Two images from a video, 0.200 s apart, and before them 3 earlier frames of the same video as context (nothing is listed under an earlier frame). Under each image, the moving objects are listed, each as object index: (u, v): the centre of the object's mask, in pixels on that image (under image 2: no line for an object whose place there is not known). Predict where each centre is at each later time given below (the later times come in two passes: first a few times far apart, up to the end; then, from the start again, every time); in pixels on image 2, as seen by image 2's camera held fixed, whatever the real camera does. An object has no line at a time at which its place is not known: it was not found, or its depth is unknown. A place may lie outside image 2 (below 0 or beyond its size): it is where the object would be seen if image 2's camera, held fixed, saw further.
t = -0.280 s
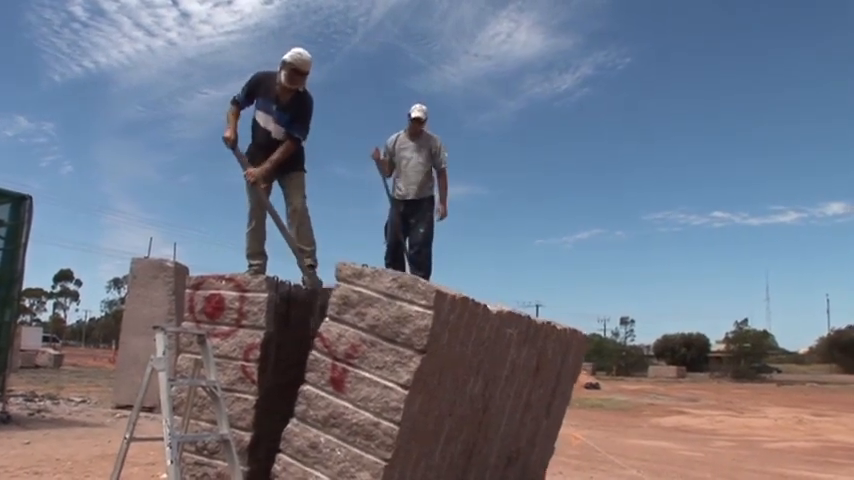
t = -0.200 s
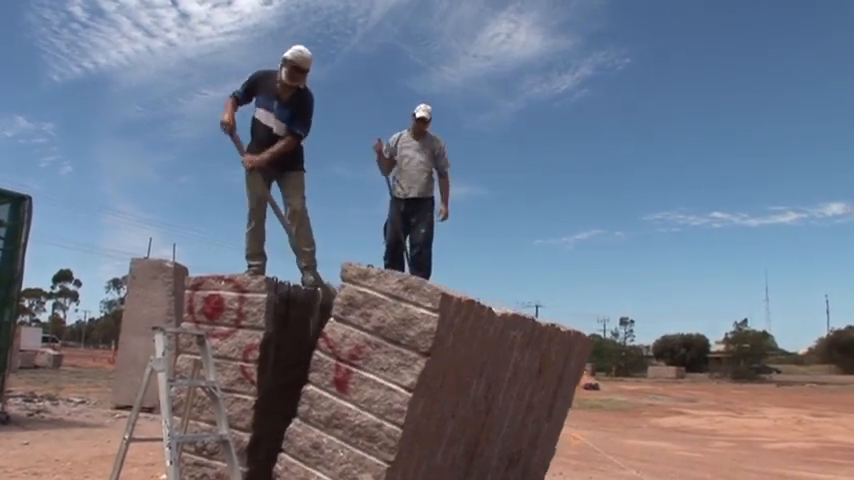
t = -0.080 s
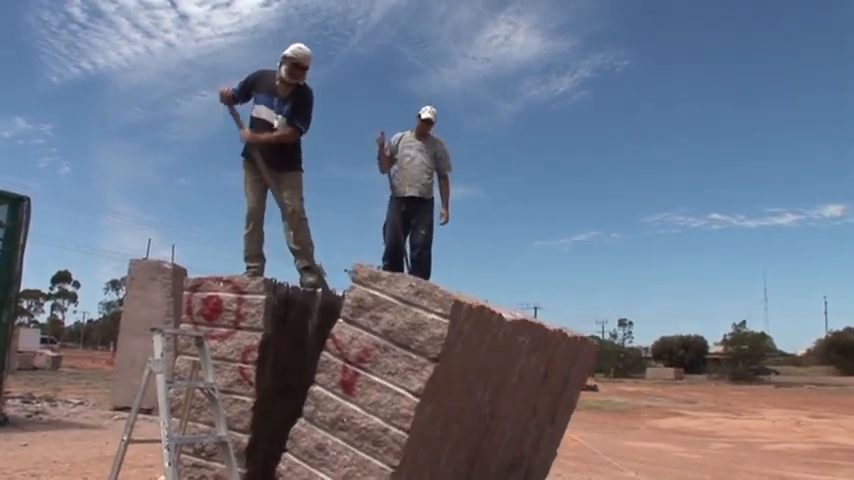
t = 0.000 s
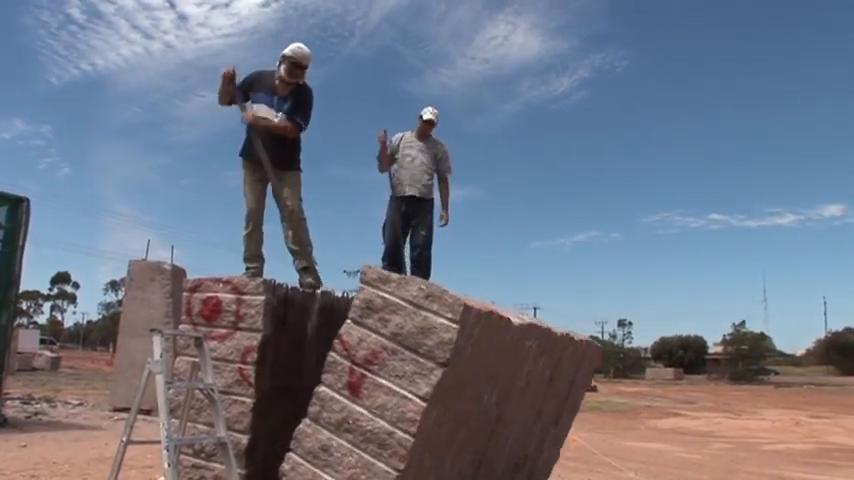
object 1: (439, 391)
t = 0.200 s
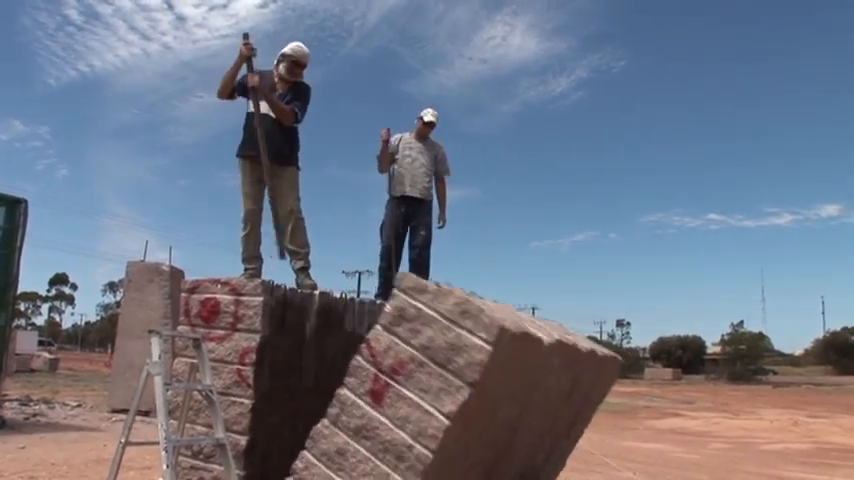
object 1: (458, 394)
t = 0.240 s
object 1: (464, 396)
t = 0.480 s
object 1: (515, 415)
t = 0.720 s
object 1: (609, 471)
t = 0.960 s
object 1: (569, 485)
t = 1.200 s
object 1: (593, 521)
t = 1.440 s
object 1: (579, 557)
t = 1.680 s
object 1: (576, 574)
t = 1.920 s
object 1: (582, 579)
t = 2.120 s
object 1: (582, 579)
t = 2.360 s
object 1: (579, 579)
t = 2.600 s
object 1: (580, 579)
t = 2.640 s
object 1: (580, 579)
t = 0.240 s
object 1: (464, 396)
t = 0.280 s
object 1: (470, 398)
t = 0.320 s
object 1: (478, 400)
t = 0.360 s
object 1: (485, 402)
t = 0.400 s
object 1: (494, 405)
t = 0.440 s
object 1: (504, 409)
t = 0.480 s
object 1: (515, 415)
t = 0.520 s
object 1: (528, 422)
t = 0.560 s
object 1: (542, 429)
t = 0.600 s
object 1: (561, 438)
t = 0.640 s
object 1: (582, 449)
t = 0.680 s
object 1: (603, 459)
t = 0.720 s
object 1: (609, 471)
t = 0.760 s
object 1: (602, 476)
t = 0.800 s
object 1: (584, 482)
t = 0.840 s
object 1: (569, 484)
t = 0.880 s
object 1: (567, 483)
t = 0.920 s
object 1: (569, 483)
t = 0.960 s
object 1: (569, 485)
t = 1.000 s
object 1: (574, 489)
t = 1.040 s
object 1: (580, 494)
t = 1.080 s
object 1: (584, 500)
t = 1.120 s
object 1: (587, 507)
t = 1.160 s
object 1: (594, 514)
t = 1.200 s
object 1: (593, 521)
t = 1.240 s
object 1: (591, 528)
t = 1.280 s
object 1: (594, 536)
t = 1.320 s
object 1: (596, 544)
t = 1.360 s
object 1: (580, 548)
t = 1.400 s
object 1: (579, 552)
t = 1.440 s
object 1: (579, 557)
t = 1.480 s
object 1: (577, 561)
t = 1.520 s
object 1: (575, 564)
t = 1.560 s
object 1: (573, 568)
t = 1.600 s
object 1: (574, 570)
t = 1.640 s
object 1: (575, 573)
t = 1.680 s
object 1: (576, 574)
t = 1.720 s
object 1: (577, 576)
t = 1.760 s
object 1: (579, 578)
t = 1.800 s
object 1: (580, 578)
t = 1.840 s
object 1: (581, 578)
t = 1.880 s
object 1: (581, 579)
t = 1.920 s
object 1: (582, 579)
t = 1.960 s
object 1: (582, 579)
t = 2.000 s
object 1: (582, 579)
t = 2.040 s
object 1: (582, 579)
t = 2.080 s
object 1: (582, 579)
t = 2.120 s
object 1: (582, 579)
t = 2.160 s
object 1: (581, 579)
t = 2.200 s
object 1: (580, 579)
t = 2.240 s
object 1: (580, 579)
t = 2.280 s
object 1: (579, 579)
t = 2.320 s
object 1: (579, 579)
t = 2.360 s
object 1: (579, 579)
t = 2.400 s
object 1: (579, 579)
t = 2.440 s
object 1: (579, 579)
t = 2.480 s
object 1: (579, 579)
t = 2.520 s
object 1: (579, 579)
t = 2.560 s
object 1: (579, 579)
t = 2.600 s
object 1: (580, 579)
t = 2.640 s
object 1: (580, 579)
